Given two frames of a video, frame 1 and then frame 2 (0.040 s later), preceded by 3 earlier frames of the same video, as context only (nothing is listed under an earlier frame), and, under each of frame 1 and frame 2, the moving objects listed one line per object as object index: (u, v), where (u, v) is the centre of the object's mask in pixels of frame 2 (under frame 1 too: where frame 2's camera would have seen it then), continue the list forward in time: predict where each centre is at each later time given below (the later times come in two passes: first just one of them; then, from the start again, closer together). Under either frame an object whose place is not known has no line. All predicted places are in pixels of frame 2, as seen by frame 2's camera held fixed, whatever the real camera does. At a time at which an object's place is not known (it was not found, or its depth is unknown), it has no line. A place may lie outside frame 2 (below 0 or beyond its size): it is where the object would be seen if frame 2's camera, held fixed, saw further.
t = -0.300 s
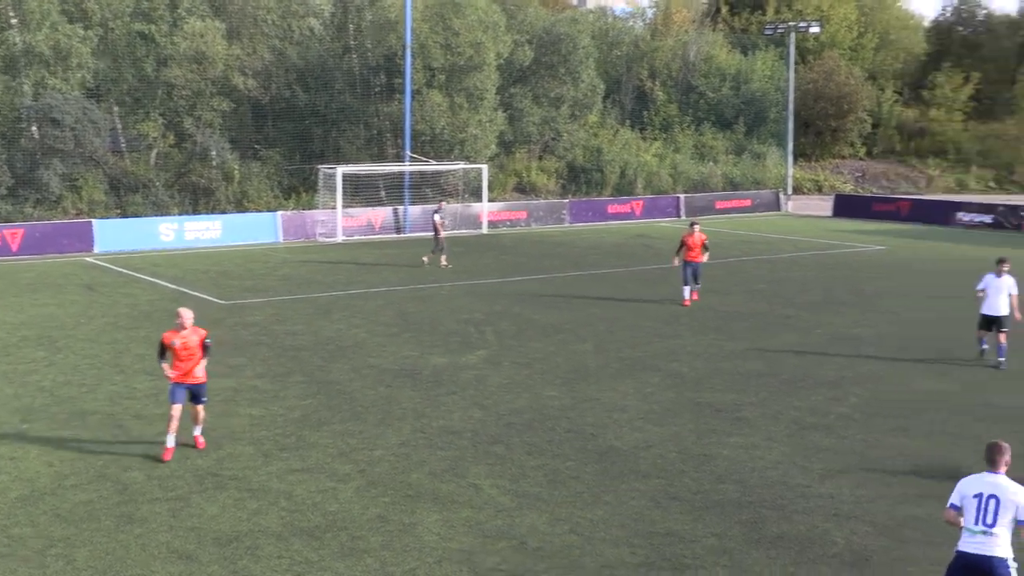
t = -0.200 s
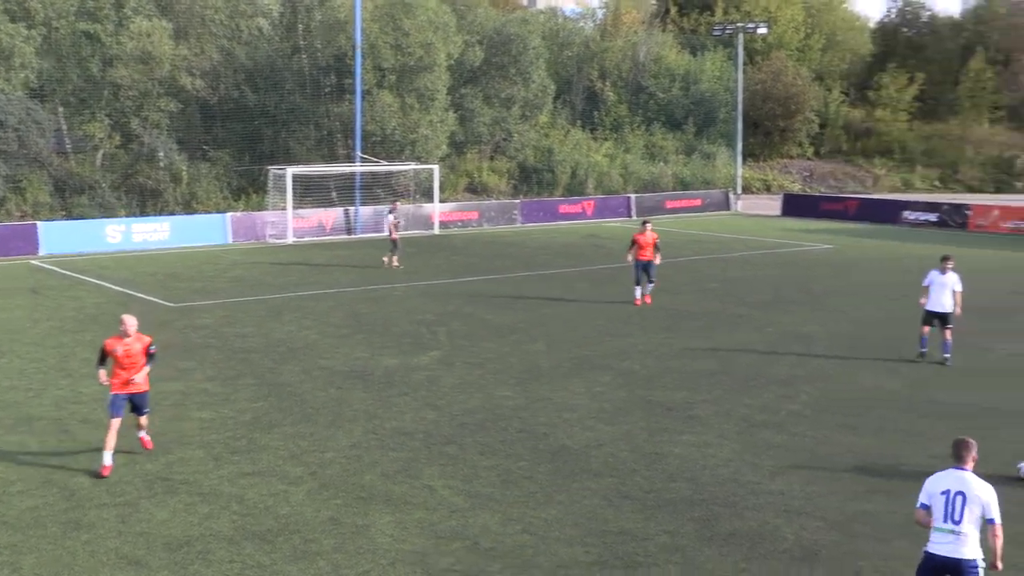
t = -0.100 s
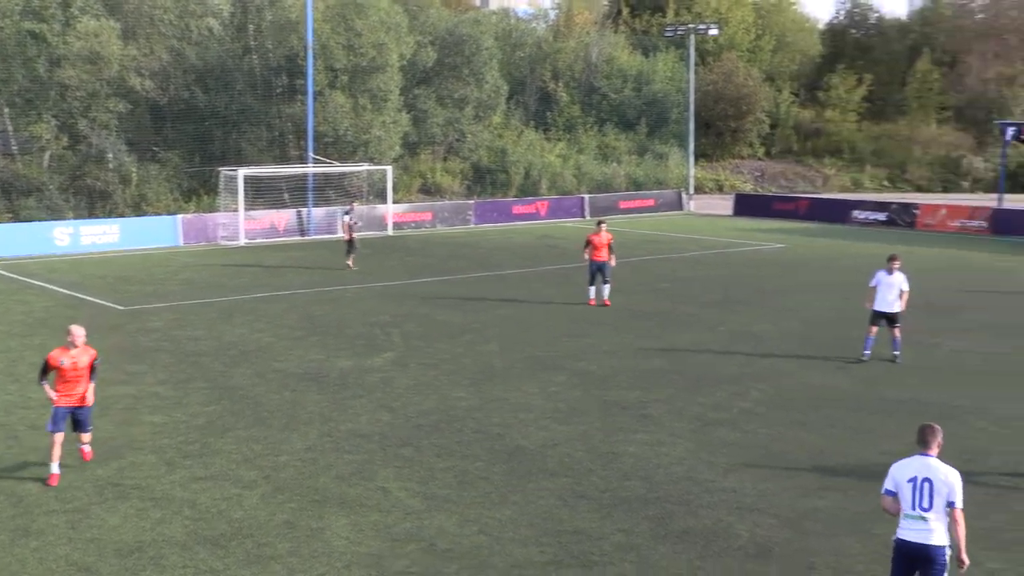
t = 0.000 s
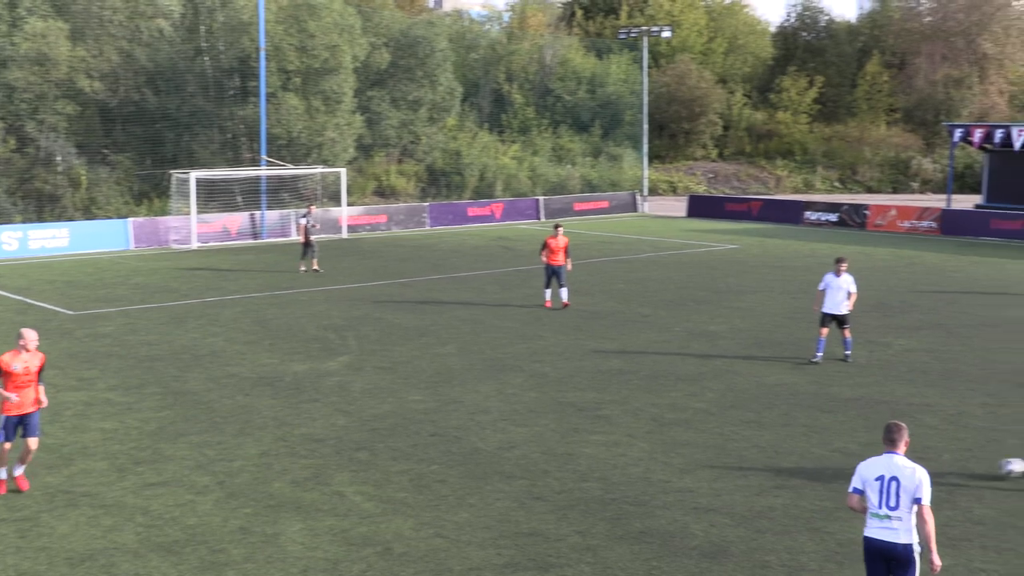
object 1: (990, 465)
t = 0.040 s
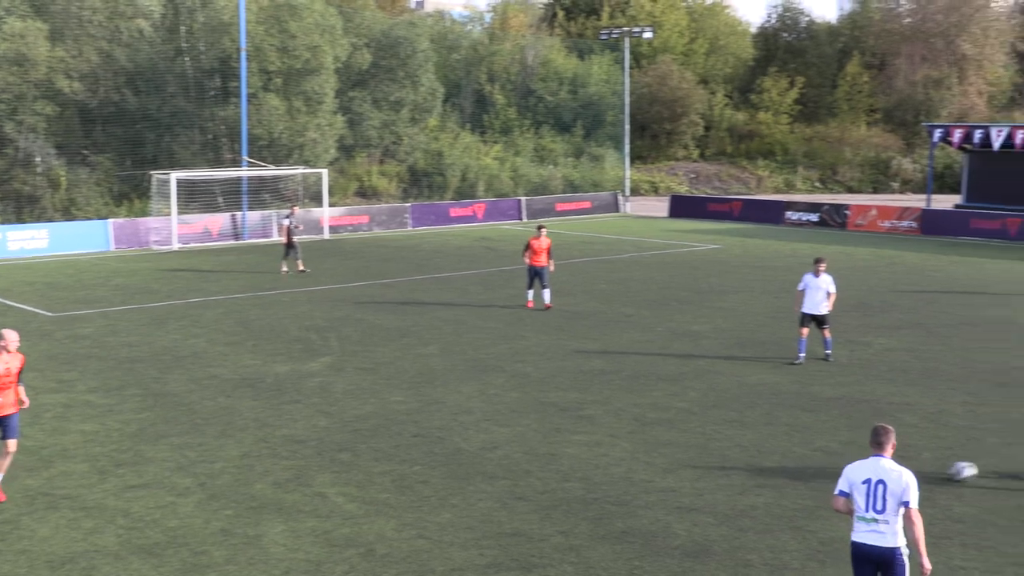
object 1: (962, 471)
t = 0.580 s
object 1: (636, 509)
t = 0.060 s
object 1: (949, 474)
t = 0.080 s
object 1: (937, 474)
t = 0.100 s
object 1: (927, 474)
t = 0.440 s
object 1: (715, 499)
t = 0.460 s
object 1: (703, 502)
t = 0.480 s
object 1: (690, 505)
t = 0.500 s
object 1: (678, 508)
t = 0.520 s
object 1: (668, 509)
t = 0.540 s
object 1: (656, 509)
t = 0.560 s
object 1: (646, 509)
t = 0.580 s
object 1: (636, 509)
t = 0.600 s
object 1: (625, 510)
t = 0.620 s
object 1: (615, 512)
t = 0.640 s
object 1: (604, 513)
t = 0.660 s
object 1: (594, 515)
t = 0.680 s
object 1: (582, 518)
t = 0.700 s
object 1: (572, 521)
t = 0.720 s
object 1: (560, 521)
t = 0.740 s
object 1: (551, 521)
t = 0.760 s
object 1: (540, 522)
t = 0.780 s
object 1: (530, 523)
